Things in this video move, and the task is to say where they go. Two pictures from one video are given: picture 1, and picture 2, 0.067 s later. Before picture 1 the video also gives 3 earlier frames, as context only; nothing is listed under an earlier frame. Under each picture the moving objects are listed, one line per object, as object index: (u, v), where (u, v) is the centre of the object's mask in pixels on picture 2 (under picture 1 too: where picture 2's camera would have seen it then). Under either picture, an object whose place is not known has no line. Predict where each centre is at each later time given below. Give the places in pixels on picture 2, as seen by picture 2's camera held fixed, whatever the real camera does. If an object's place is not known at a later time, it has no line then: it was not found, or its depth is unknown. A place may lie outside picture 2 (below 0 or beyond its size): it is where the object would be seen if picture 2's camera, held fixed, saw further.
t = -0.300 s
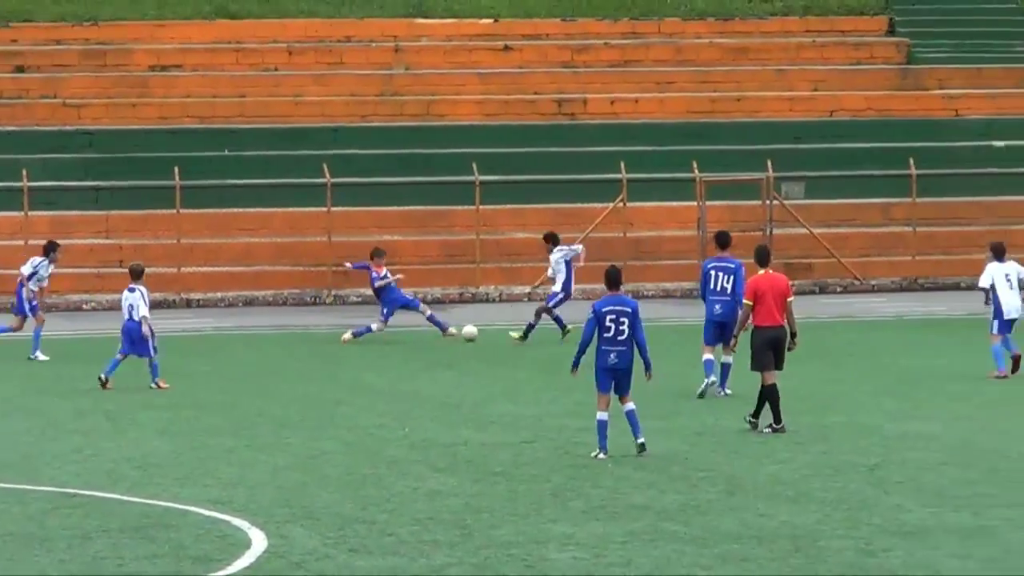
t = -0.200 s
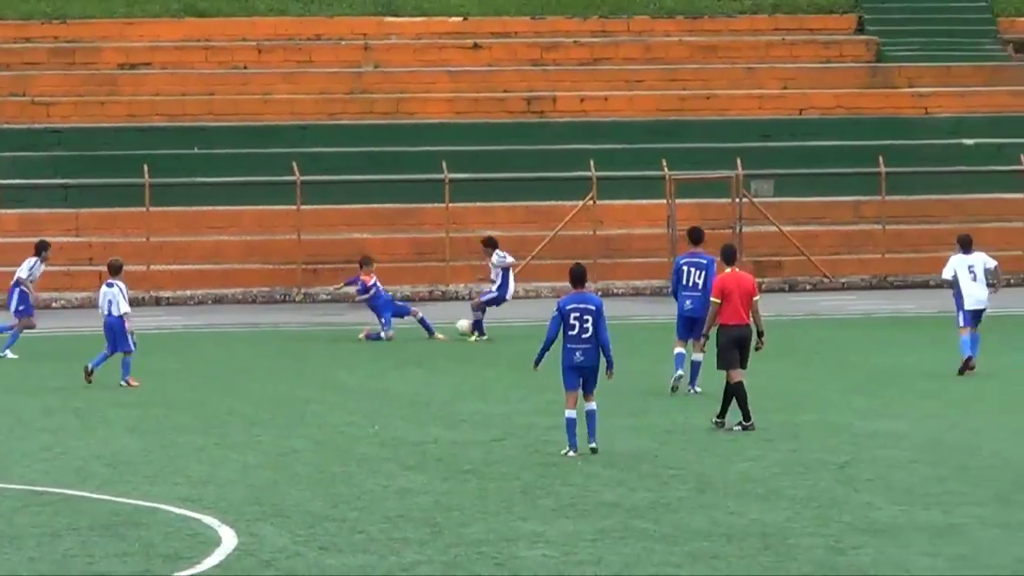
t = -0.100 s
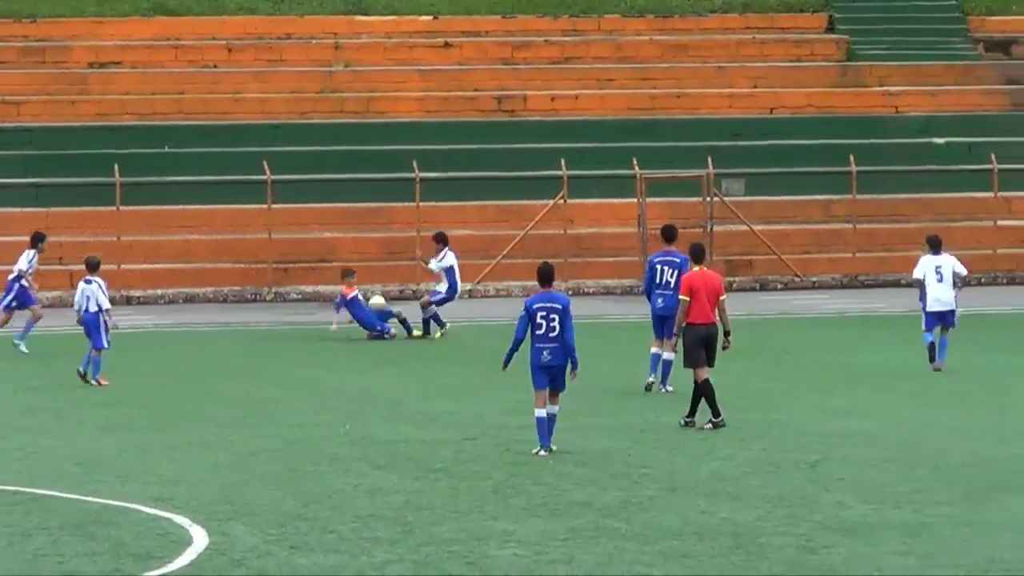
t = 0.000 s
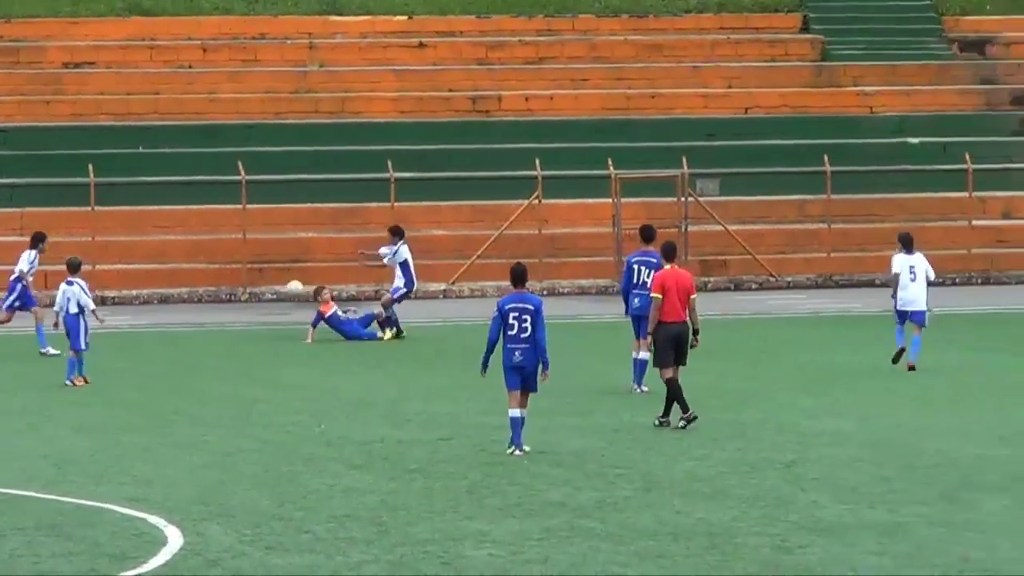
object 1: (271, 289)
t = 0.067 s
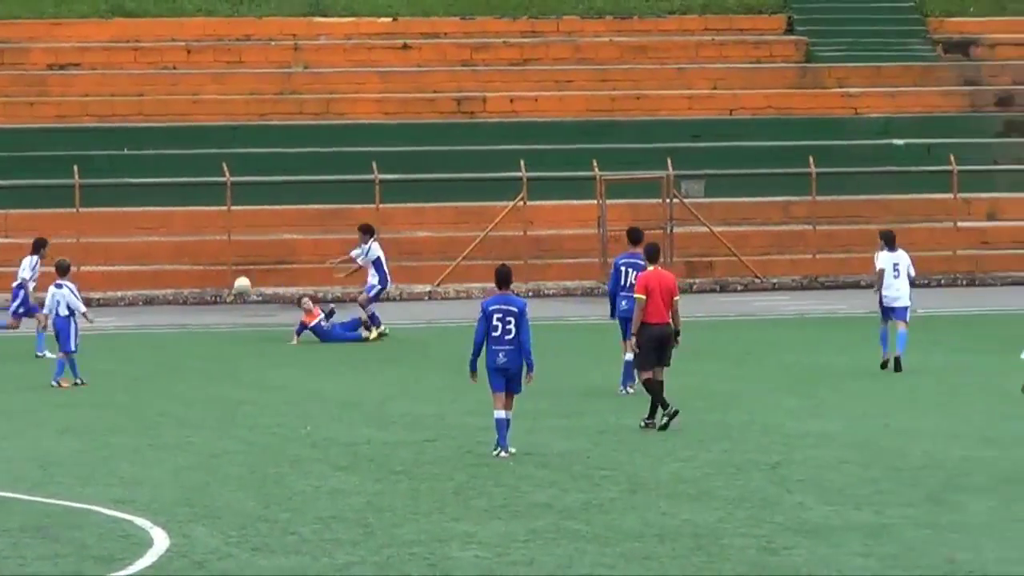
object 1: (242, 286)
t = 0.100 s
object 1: (223, 283)
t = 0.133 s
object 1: (205, 282)
